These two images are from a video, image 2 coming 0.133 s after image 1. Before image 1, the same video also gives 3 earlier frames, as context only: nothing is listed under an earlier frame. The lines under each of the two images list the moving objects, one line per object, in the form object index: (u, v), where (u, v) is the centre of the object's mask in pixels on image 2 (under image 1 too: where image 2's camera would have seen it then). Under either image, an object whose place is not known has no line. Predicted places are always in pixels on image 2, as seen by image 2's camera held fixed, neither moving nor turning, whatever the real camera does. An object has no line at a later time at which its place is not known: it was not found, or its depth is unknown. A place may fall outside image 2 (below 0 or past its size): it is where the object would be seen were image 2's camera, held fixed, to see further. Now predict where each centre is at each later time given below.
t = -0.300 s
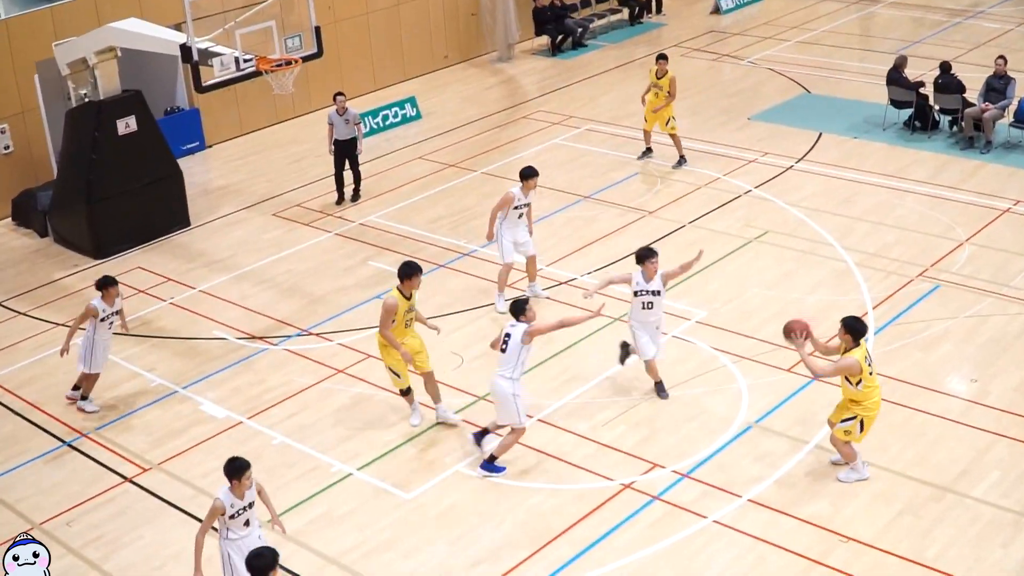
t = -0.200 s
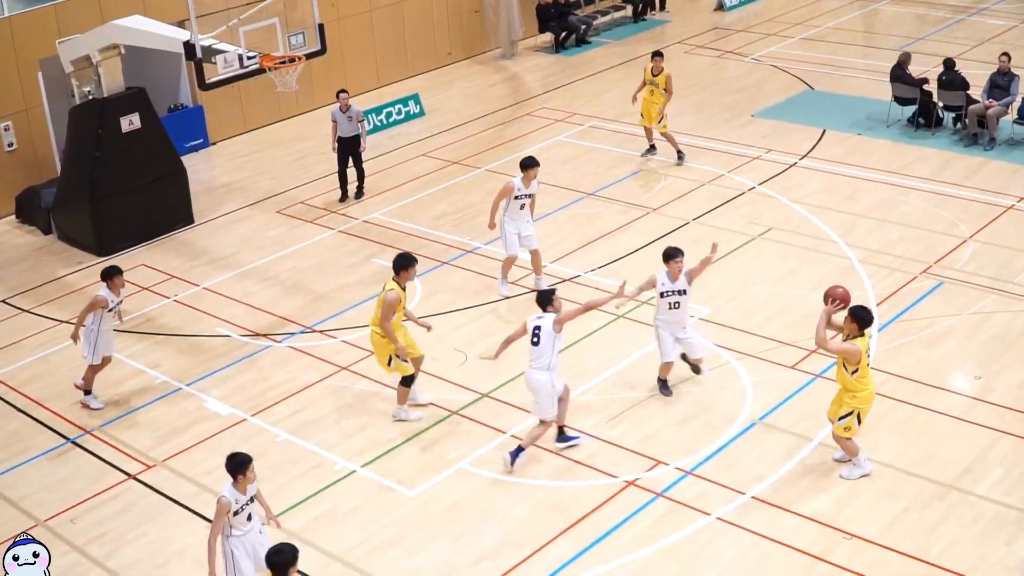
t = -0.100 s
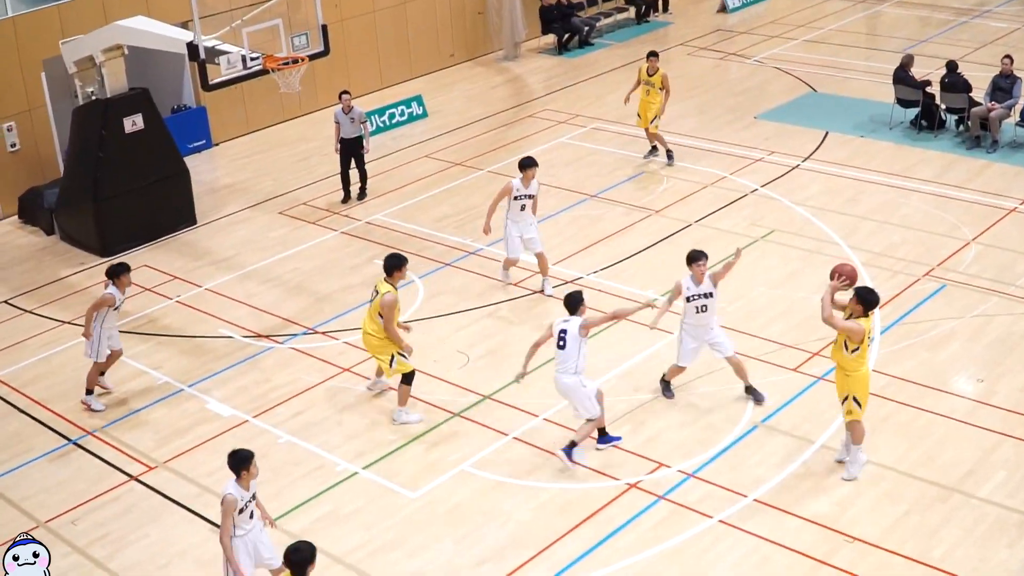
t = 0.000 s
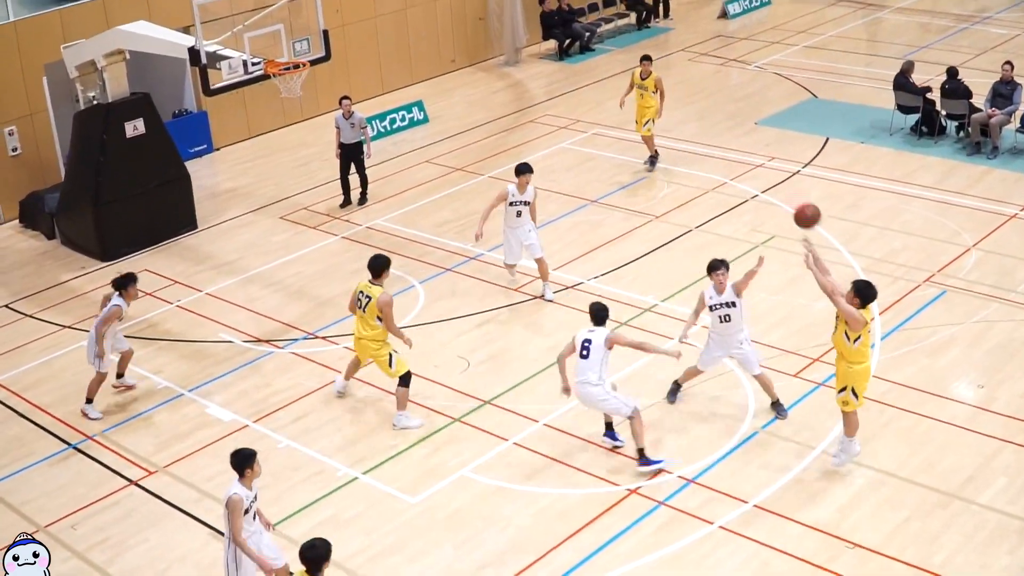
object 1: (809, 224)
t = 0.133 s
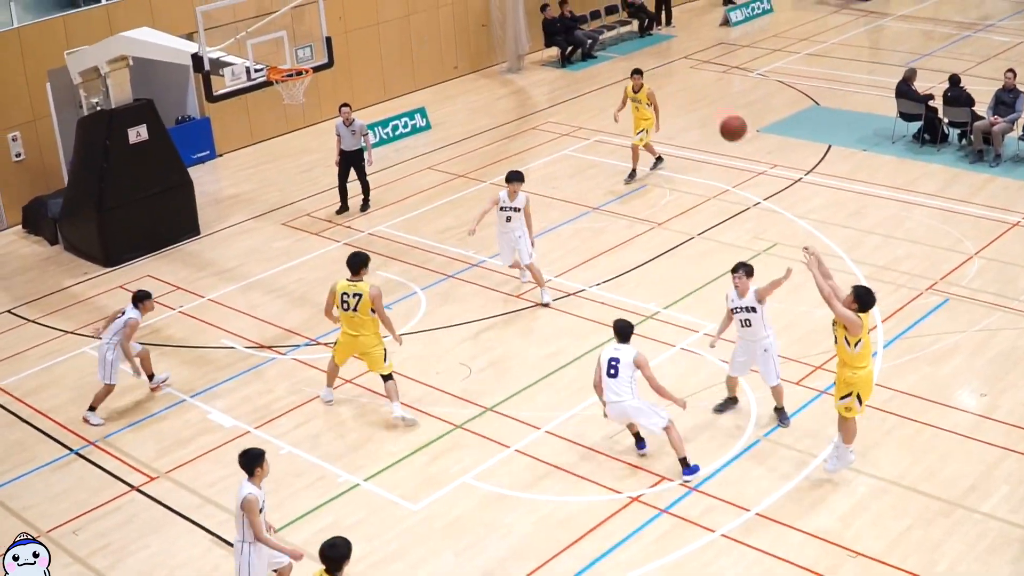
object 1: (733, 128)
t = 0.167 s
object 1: (714, 108)
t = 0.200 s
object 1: (696, 89)
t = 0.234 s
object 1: (678, 71)
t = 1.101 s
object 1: (321, 37)
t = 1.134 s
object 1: (311, 48)
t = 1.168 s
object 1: (303, 61)
